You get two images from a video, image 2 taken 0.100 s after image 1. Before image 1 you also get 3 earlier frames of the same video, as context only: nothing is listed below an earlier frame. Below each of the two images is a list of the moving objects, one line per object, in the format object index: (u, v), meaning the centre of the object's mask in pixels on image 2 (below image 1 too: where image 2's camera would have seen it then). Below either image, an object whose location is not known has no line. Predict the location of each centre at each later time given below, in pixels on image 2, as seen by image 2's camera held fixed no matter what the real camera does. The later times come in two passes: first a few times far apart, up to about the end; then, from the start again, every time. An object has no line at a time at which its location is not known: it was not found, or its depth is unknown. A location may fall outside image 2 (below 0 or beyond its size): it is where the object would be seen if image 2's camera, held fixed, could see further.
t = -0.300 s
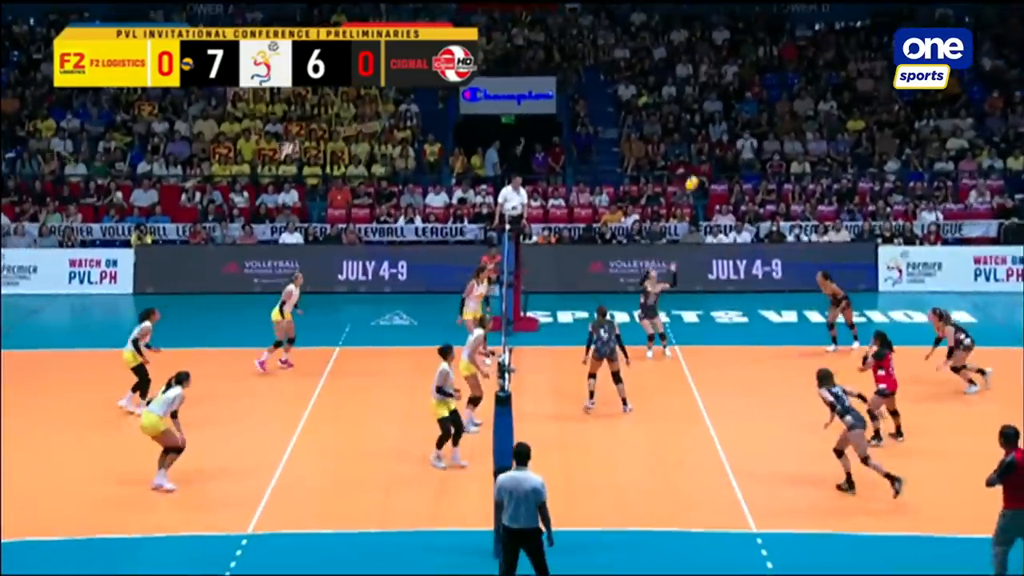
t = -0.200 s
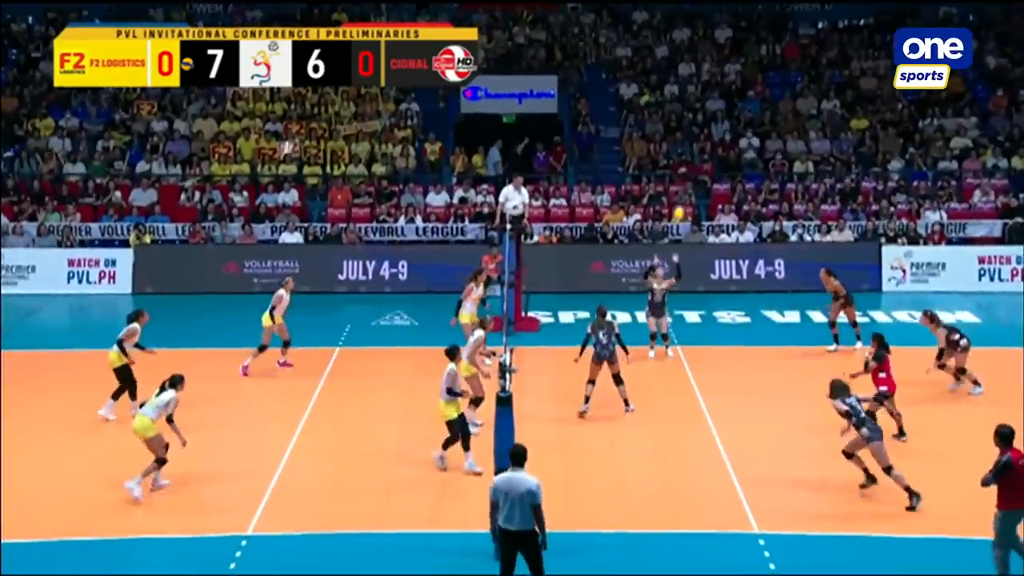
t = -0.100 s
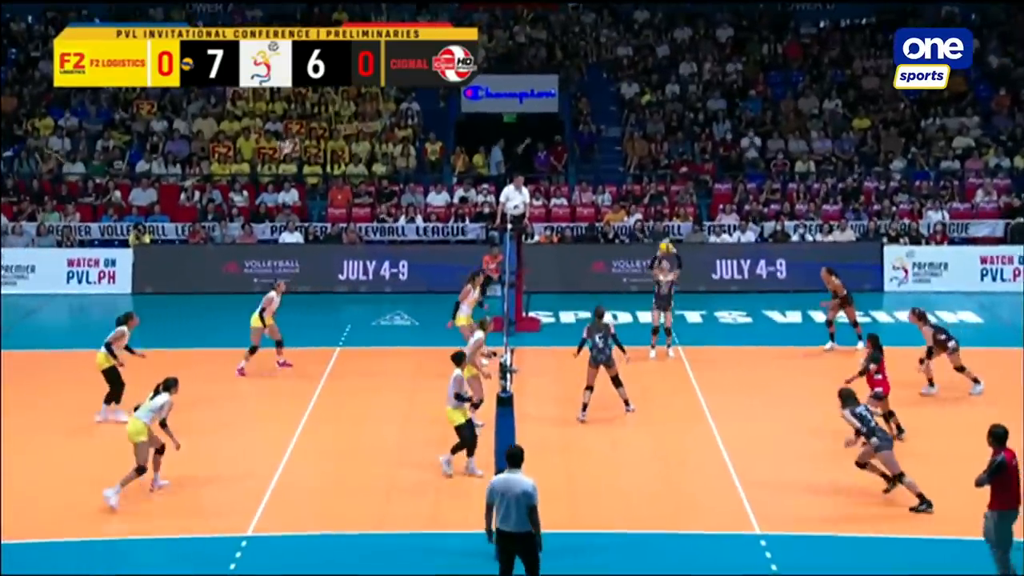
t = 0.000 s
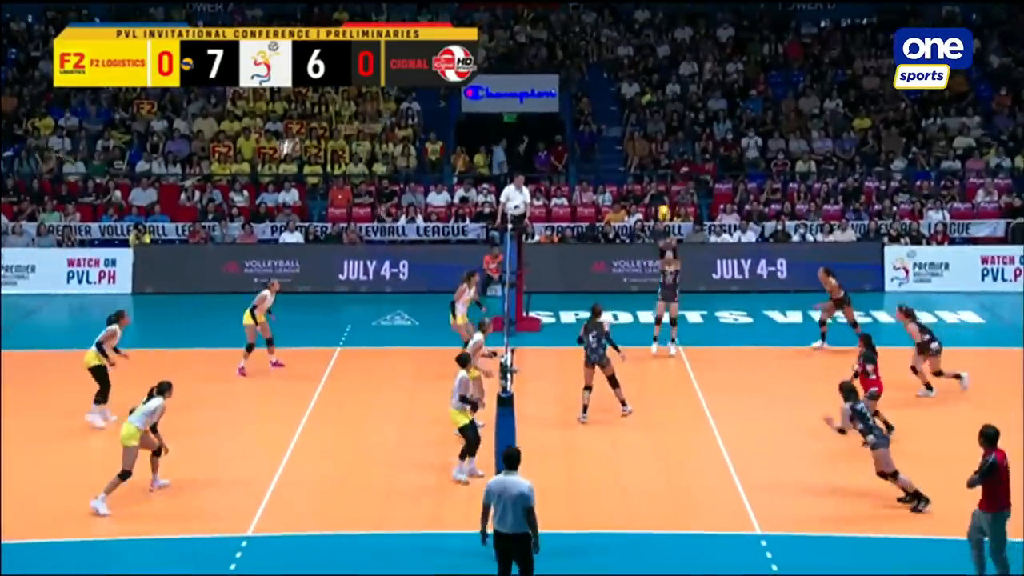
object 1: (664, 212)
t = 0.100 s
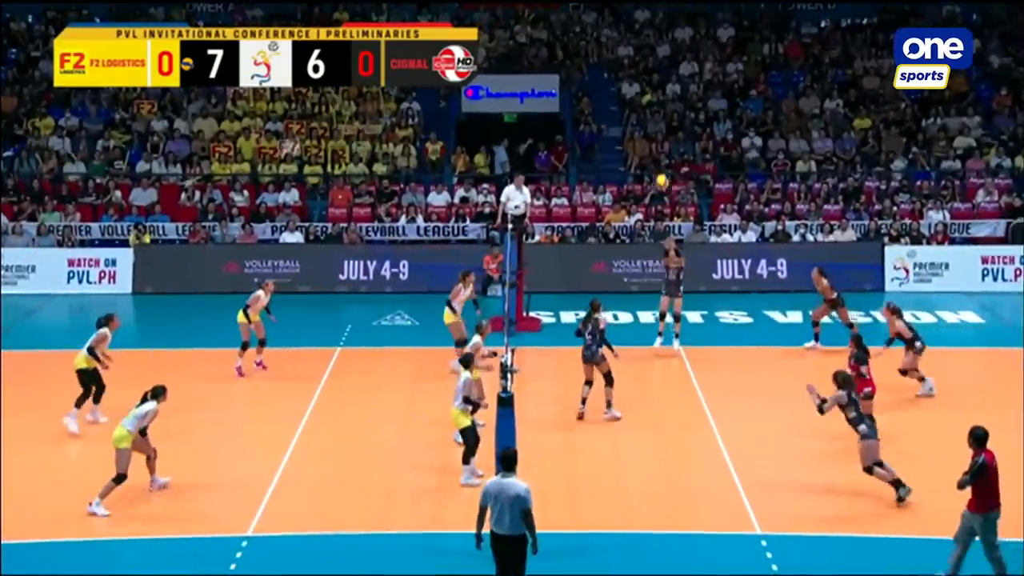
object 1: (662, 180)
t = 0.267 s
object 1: (657, 139)
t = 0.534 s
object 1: (648, 104)
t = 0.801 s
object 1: (637, 121)
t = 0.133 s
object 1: (661, 172)
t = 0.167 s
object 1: (660, 163)
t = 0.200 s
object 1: (659, 154)
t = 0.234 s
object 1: (658, 146)
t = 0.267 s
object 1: (657, 139)
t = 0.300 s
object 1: (656, 132)
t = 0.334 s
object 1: (655, 127)
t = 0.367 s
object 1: (654, 121)
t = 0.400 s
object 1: (652, 117)
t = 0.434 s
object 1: (651, 113)
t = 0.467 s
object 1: (650, 110)
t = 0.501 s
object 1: (649, 106)
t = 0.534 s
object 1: (648, 104)
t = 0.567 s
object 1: (647, 104)
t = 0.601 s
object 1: (645, 104)
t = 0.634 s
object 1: (644, 105)
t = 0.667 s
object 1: (642, 107)
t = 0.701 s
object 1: (641, 109)
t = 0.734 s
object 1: (639, 113)
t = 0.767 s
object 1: (638, 117)
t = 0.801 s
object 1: (637, 121)
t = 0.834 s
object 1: (635, 127)
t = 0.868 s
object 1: (634, 134)
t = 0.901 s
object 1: (632, 142)
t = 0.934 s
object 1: (631, 150)
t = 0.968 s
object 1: (630, 159)
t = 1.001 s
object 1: (629, 169)
